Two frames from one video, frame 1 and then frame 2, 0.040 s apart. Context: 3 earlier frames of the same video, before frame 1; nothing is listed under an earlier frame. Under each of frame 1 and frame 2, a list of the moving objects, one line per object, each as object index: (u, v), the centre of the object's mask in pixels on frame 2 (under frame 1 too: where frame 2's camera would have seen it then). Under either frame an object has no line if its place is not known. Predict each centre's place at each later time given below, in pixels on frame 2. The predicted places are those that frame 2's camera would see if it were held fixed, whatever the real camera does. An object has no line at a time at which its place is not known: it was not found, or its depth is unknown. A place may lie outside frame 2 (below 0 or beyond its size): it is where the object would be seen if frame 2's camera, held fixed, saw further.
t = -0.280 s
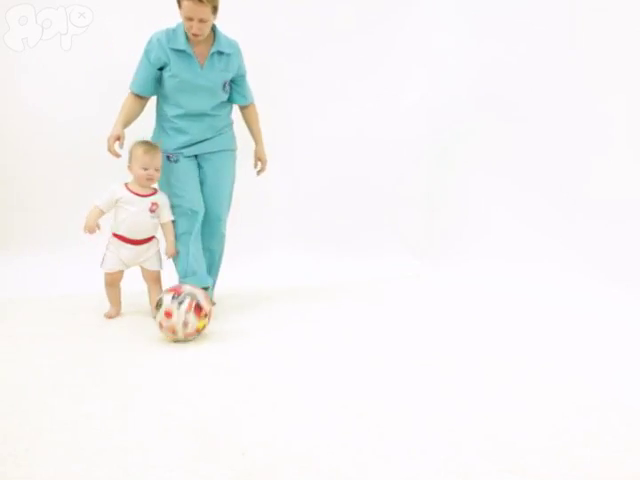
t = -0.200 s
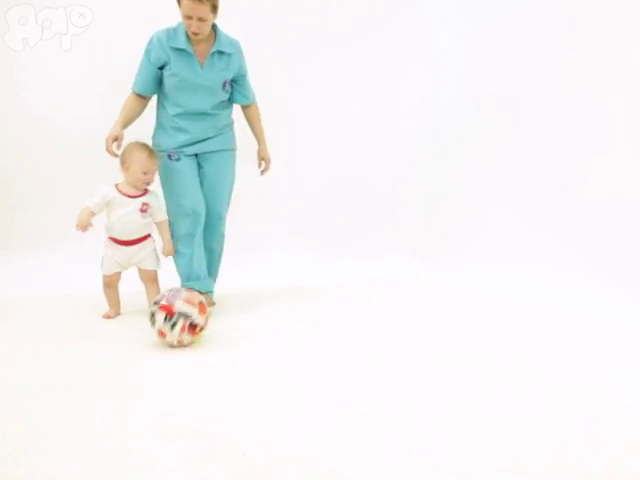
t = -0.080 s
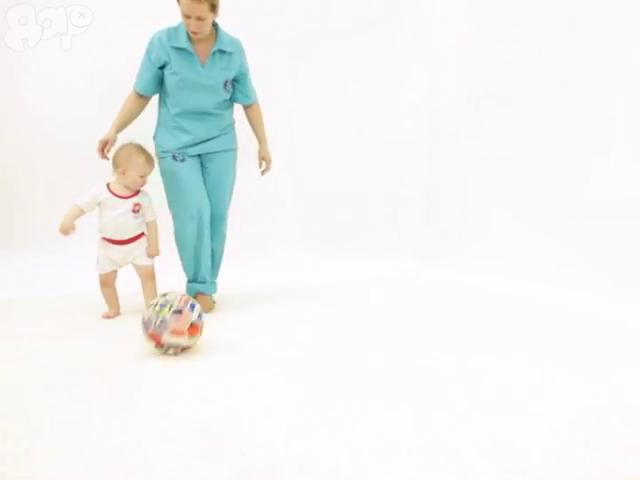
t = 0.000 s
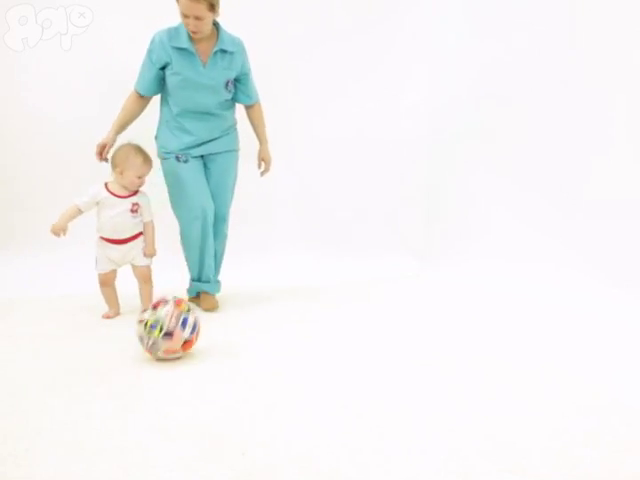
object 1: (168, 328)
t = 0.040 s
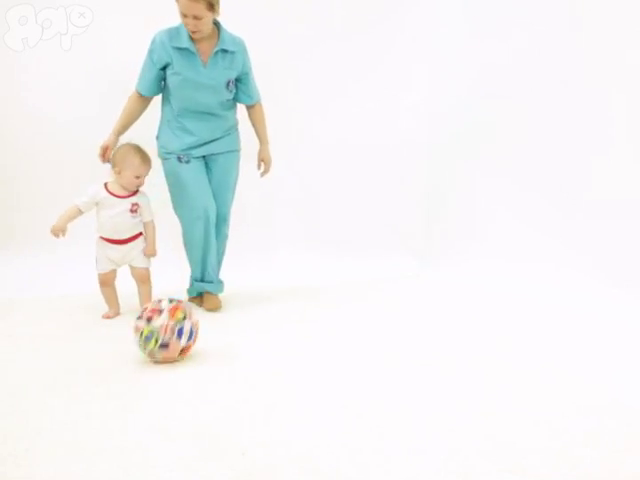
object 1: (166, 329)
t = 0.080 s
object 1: (163, 332)
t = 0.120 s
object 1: (161, 334)
